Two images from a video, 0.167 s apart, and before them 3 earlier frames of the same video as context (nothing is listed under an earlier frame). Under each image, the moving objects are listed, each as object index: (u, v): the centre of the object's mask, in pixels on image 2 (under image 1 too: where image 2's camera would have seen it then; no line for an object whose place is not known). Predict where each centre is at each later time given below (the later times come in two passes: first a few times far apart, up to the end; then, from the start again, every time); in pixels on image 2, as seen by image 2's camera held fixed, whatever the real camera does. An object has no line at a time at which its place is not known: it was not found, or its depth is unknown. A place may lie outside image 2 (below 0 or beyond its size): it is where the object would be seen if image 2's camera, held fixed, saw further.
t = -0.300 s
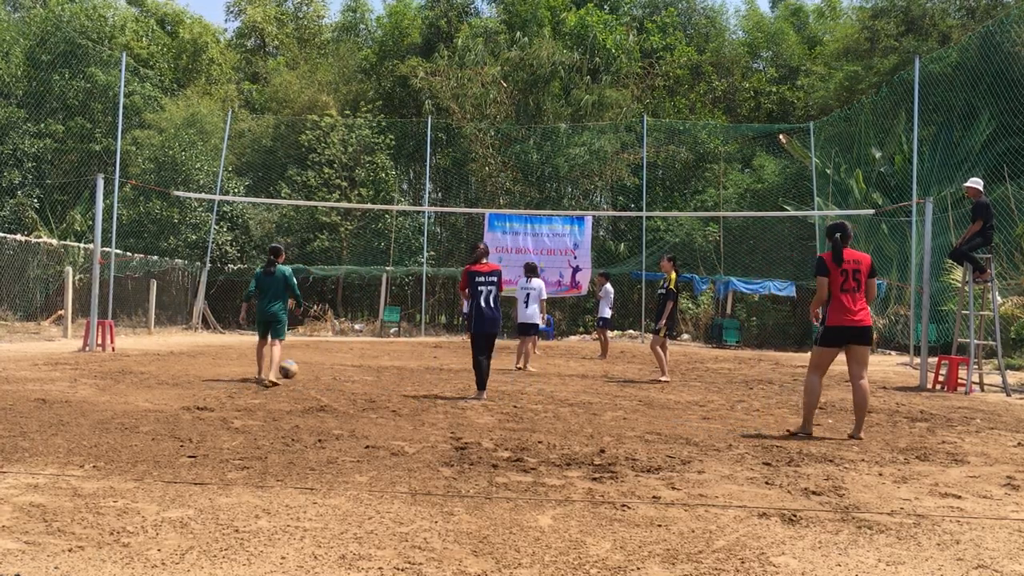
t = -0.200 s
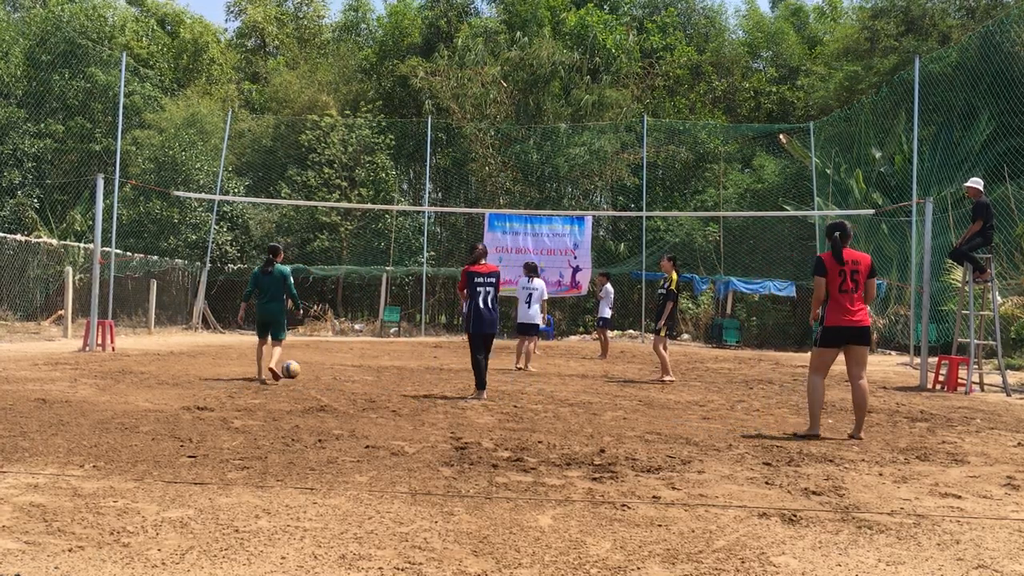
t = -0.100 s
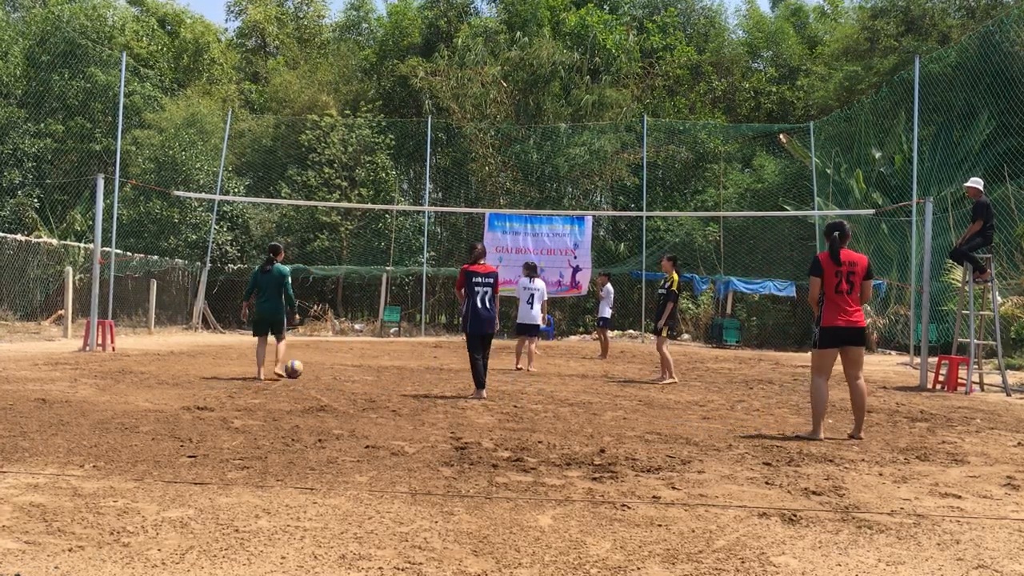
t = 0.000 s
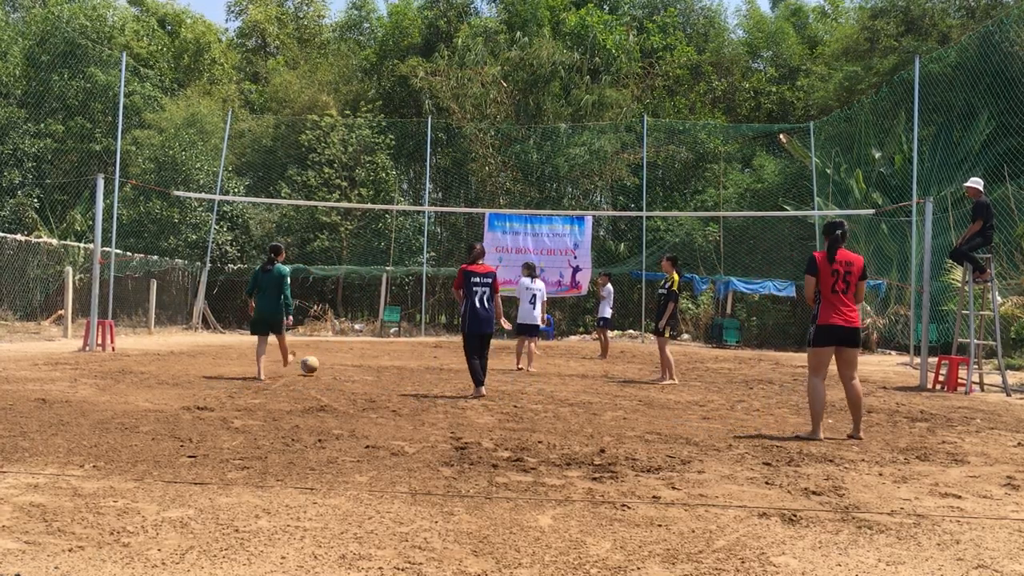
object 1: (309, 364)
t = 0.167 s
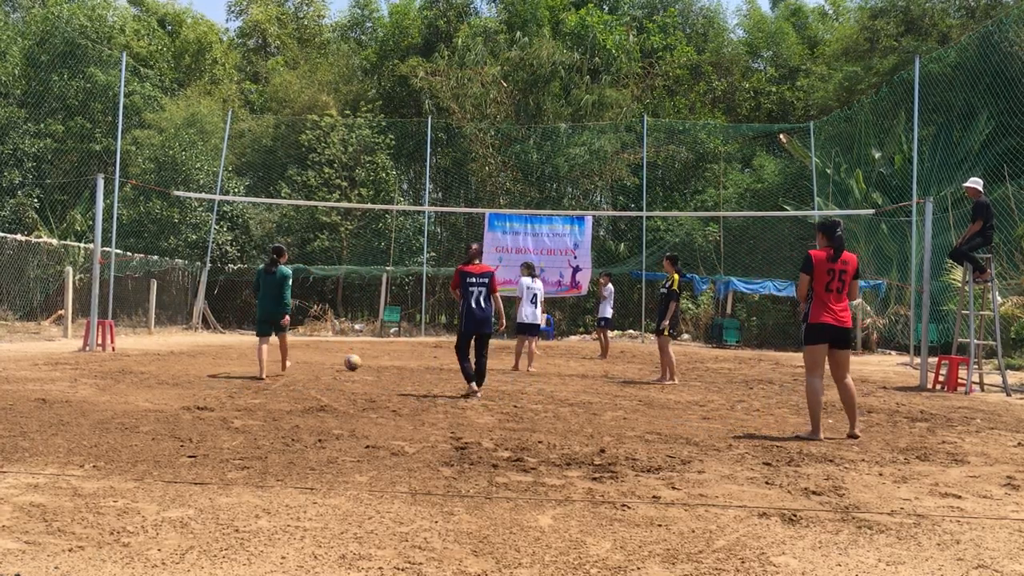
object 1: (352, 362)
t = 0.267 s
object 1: (372, 360)
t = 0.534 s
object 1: (414, 350)
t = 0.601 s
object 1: (422, 353)
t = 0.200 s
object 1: (359, 362)
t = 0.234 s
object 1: (366, 360)
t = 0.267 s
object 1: (372, 360)
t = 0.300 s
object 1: (378, 360)
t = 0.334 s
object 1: (384, 359)
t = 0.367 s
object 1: (390, 356)
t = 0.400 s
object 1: (394, 353)
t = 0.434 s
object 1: (400, 351)
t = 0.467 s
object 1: (405, 350)
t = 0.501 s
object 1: (409, 350)
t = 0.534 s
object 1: (414, 350)
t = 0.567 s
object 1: (418, 351)
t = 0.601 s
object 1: (422, 353)
